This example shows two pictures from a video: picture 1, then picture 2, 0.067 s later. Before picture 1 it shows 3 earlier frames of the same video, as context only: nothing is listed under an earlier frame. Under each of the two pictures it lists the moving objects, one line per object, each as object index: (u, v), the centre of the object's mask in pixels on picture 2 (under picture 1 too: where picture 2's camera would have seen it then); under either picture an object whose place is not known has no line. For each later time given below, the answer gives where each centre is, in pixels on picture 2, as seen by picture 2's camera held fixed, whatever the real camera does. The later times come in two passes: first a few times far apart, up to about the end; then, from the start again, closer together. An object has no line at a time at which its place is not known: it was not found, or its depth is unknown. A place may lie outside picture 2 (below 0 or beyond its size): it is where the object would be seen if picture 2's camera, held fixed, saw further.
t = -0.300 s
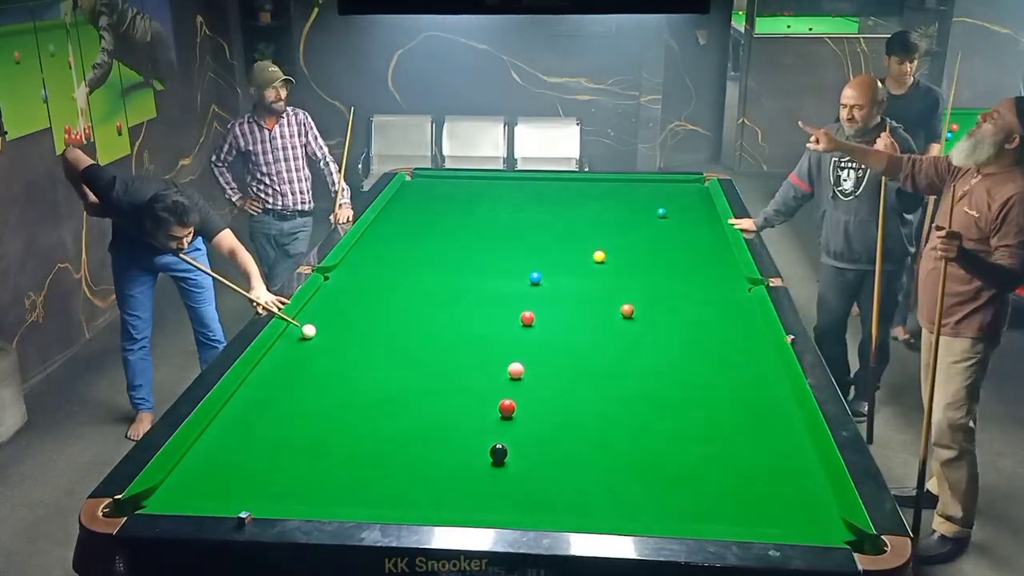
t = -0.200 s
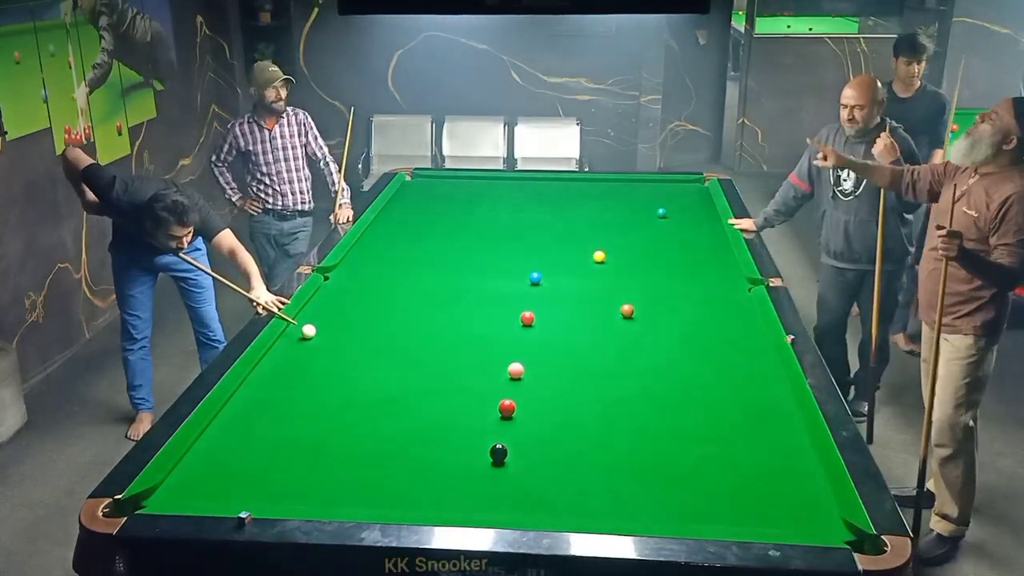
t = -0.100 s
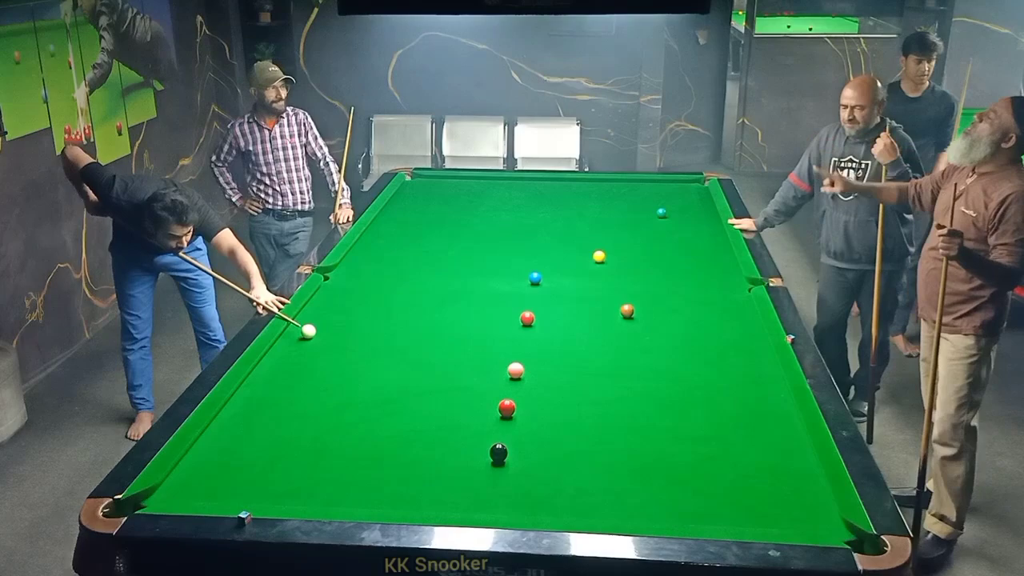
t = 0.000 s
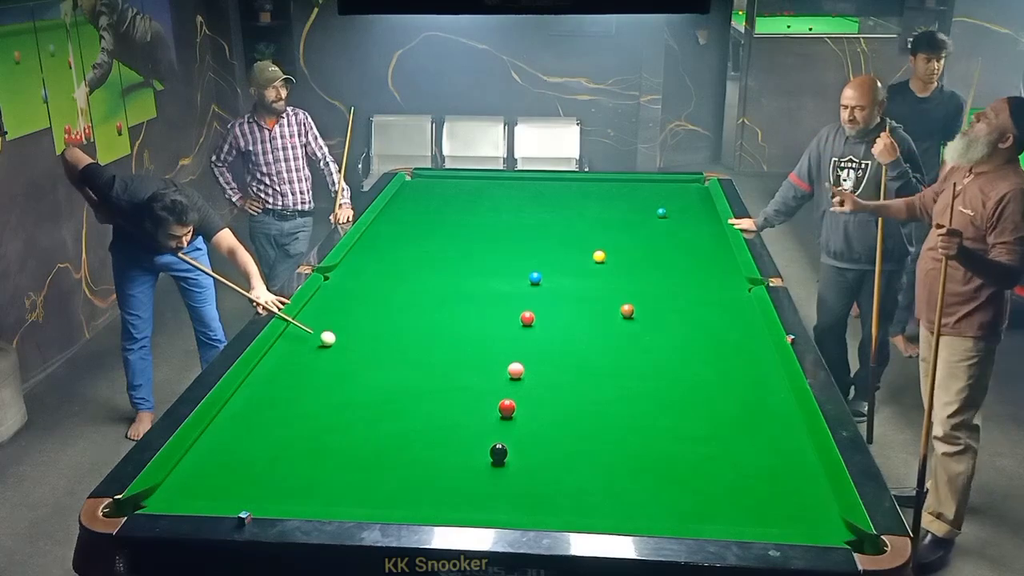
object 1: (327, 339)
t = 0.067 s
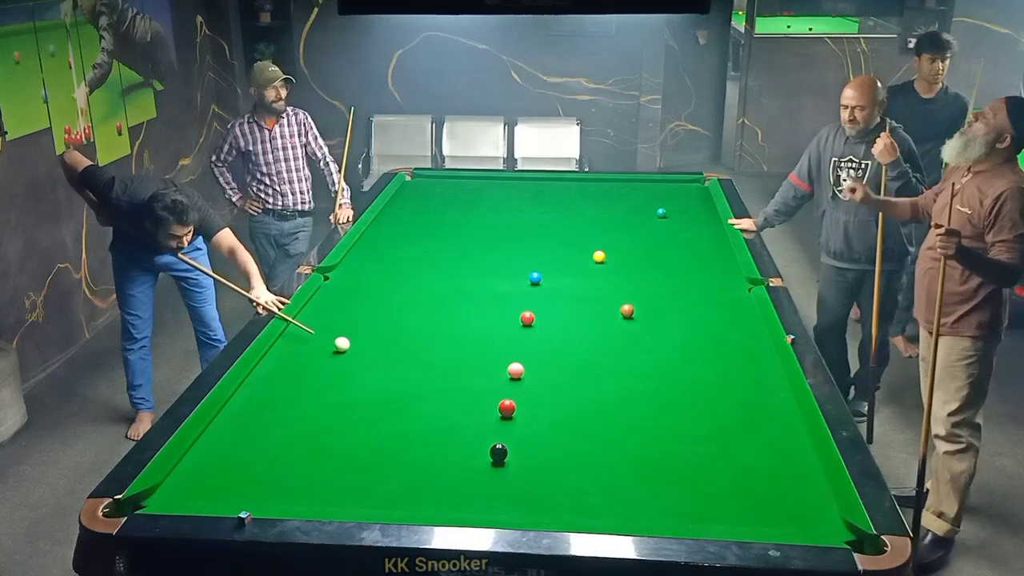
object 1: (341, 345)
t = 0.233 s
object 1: (376, 358)
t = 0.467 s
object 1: (426, 378)
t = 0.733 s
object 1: (487, 402)
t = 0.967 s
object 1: (501, 410)
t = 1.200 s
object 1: (512, 416)
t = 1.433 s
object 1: (522, 421)
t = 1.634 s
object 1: (530, 426)
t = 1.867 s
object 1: (538, 431)
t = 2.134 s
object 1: (545, 435)
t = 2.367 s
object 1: (550, 438)
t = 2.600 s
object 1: (553, 441)
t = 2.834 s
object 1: (554, 442)
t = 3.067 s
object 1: (554, 443)
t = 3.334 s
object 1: (554, 443)
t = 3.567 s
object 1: (554, 443)
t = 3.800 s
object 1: (554, 443)
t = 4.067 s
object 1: (554, 443)
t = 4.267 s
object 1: (554, 443)
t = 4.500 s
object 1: (554, 443)
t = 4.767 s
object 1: (554, 443)
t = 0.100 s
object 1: (348, 347)
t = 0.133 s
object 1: (355, 350)
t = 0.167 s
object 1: (362, 353)
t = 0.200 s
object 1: (369, 355)
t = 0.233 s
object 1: (376, 358)
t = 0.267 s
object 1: (383, 361)
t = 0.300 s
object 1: (390, 364)
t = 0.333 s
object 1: (397, 366)
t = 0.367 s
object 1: (404, 369)
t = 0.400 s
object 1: (411, 372)
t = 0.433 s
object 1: (418, 375)
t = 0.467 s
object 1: (426, 378)
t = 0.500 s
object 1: (433, 381)
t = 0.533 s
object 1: (441, 384)
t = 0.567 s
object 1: (449, 387)
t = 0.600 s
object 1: (456, 390)
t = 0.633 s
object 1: (464, 393)
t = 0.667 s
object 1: (472, 396)
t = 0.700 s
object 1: (479, 399)
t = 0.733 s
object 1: (487, 402)
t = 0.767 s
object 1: (493, 404)
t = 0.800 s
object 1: (493, 405)
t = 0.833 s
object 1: (495, 406)
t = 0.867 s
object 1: (496, 407)
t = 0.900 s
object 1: (498, 408)
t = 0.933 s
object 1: (499, 409)
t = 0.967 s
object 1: (501, 410)
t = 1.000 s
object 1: (503, 411)
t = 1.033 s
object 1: (504, 411)
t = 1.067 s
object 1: (506, 412)
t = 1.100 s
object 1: (507, 413)
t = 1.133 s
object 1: (509, 414)
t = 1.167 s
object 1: (511, 415)
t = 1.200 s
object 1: (512, 416)
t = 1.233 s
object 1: (514, 416)
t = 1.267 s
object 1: (515, 417)
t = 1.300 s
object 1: (516, 418)
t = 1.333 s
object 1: (518, 419)
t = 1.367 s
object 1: (519, 420)
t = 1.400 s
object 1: (521, 421)
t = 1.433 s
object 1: (522, 421)
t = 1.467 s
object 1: (524, 423)
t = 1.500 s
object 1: (525, 423)
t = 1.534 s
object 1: (526, 424)
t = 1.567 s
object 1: (528, 424)
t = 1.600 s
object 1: (529, 425)
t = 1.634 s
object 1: (530, 426)
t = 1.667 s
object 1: (531, 427)
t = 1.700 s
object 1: (532, 427)
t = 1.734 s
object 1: (533, 428)
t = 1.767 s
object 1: (535, 429)
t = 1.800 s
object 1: (536, 429)
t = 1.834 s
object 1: (537, 430)
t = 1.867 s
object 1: (538, 431)
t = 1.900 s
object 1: (539, 431)
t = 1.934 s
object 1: (540, 432)
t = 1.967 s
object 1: (541, 433)
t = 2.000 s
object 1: (542, 433)
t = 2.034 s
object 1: (543, 434)
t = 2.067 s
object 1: (543, 434)
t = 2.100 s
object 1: (544, 435)
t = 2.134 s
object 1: (545, 435)
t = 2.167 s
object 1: (546, 436)
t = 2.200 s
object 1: (546, 436)
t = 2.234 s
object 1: (547, 437)
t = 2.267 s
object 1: (548, 437)
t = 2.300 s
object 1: (548, 437)
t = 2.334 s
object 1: (549, 438)
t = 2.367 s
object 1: (550, 438)
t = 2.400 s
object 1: (550, 439)
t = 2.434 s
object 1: (551, 439)
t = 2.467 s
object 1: (551, 440)
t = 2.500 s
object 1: (552, 440)
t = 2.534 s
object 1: (552, 440)
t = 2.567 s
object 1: (552, 440)
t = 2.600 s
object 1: (553, 441)
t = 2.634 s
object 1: (553, 441)
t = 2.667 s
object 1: (553, 441)
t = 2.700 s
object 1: (554, 441)
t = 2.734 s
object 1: (554, 441)
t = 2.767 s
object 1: (554, 442)
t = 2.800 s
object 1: (554, 442)
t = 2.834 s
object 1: (554, 442)
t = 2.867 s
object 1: (554, 442)
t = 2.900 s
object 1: (554, 443)
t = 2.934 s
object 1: (554, 443)
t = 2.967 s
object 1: (554, 443)
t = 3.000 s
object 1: (554, 443)
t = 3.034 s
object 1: (554, 443)
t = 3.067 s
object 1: (554, 443)
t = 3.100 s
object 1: (554, 443)
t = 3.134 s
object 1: (554, 443)
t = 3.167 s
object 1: (554, 443)
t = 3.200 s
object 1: (554, 443)
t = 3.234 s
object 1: (554, 443)
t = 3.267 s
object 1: (554, 443)
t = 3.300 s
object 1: (554, 443)
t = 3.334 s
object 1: (554, 443)
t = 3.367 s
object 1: (554, 443)
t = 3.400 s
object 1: (554, 443)
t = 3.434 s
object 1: (554, 443)
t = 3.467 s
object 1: (554, 443)
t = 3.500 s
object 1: (554, 443)
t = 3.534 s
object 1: (554, 443)
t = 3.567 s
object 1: (554, 443)
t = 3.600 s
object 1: (554, 443)
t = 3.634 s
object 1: (554, 443)
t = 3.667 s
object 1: (554, 443)
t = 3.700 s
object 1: (554, 443)
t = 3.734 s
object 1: (554, 443)
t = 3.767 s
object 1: (554, 443)
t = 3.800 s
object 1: (554, 443)
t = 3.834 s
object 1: (554, 443)
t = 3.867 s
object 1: (554, 443)
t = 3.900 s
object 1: (554, 443)
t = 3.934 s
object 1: (554, 443)
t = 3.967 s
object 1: (554, 443)
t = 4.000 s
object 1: (554, 443)
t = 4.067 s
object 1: (554, 443)
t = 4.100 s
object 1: (554, 443)
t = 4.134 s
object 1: (554, 443)
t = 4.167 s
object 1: (554, 443)
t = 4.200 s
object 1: (554, 443)
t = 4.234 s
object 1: (554, 443)
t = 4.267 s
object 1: (554, 443)
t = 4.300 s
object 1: (554, 443)
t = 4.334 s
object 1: (554, 443)
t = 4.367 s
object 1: (554, 443)
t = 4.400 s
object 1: (554, 443)
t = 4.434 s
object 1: (554, 443)
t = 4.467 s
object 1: (554, 443)
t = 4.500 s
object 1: (554, 443)
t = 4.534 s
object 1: (554, 443)
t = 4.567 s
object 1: (554, 443)
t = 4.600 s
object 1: (554, 443)
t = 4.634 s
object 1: (554, 443)
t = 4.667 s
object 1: (554, 443)
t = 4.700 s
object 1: (554, 443)
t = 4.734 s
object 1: (554, 443)
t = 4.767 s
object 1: (554, 443)
